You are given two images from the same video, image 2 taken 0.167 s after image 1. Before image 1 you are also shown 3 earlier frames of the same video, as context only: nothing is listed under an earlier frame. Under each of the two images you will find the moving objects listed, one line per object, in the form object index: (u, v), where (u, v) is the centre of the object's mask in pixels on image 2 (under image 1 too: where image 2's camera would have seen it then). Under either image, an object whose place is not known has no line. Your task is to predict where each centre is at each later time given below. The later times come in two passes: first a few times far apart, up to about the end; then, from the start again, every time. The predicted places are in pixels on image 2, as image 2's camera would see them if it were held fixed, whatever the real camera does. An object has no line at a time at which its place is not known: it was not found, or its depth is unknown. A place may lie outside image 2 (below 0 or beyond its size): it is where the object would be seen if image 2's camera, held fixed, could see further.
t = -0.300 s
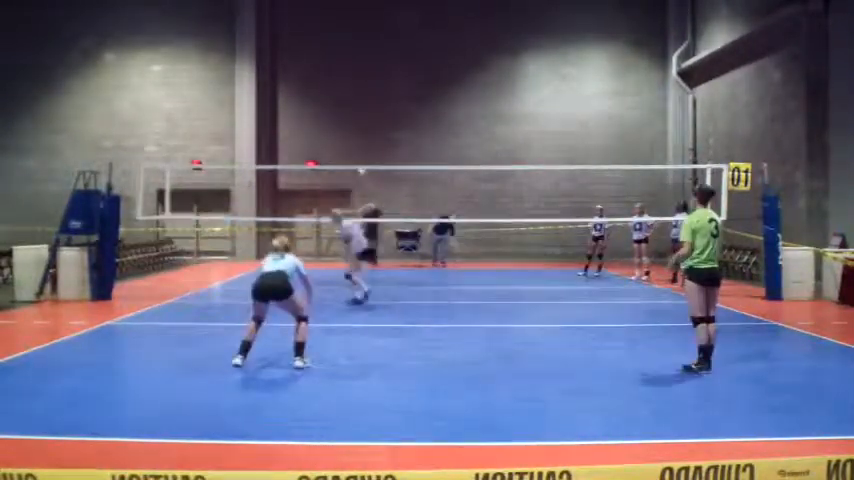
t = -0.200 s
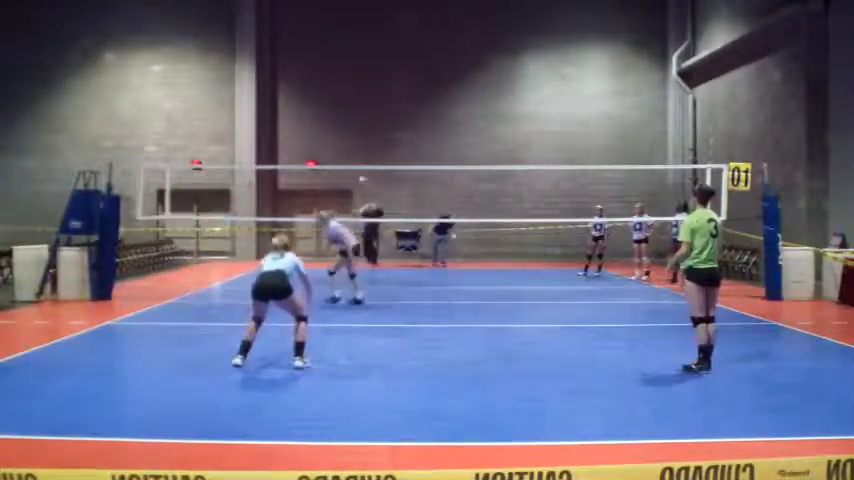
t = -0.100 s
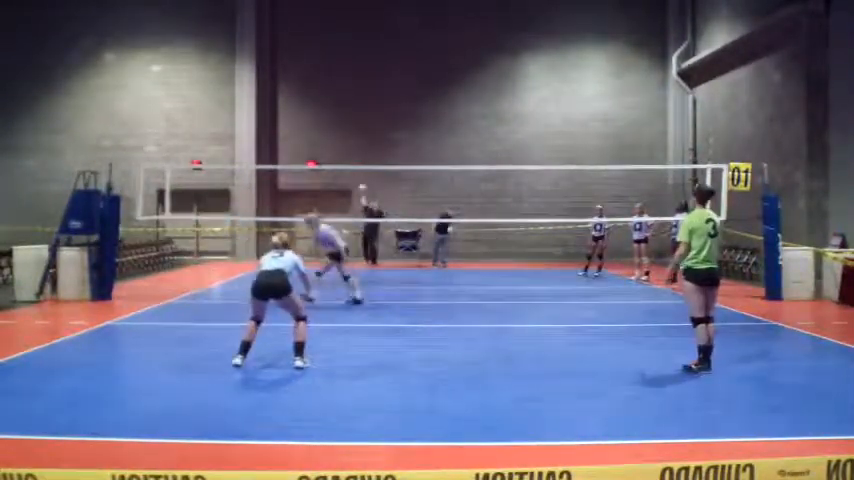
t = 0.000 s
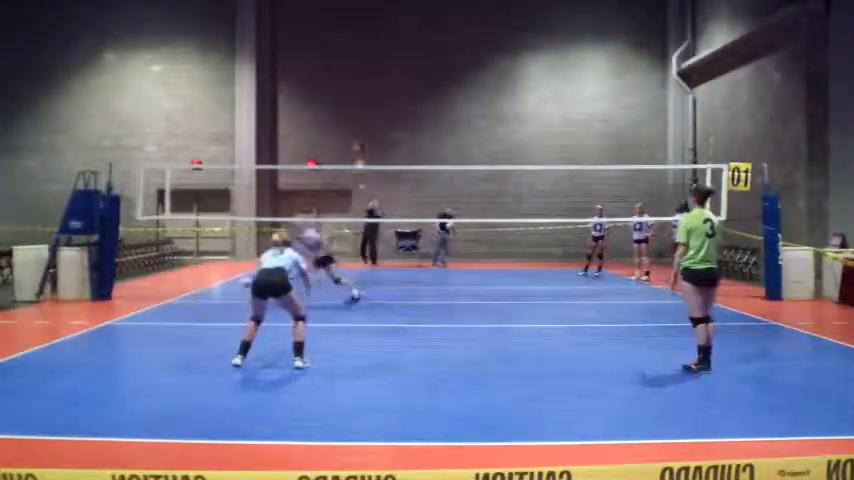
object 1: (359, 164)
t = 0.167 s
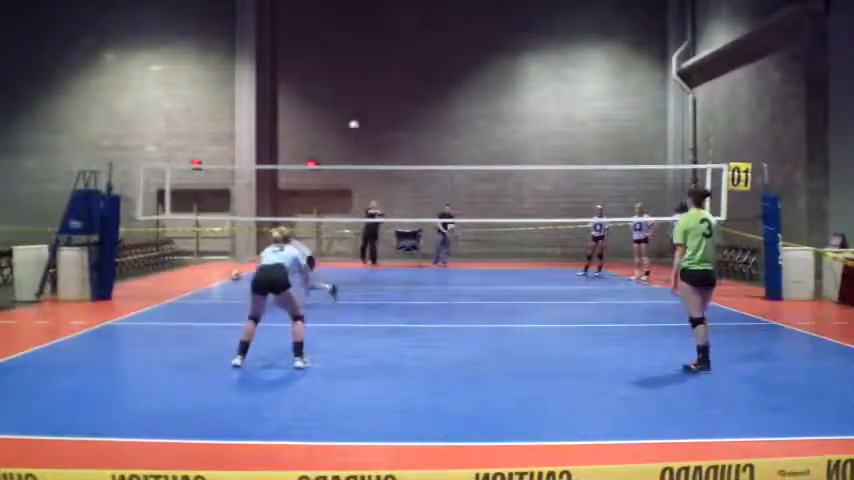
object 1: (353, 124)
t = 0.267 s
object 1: (349, 103)
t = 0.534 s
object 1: (334, 62)
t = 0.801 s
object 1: (316, 52)
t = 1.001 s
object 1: (299, 74)
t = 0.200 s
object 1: (352, 117)
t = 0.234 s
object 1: (350, 110)
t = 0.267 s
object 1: (349, 103)
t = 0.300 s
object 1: (347, 97)
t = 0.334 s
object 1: (346, 90)
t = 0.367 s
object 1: (343, 84)
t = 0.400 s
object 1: (342, 80)
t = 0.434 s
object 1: (340, 75)
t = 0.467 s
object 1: (338, 71)
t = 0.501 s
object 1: (336, 65)
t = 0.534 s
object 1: (334, 62)
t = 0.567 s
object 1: (331, 59)
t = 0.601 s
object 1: (329, 56)
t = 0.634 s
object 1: (328, 54)
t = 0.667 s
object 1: (325, 53)
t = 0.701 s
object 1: (323, 52)
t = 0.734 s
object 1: (321, 51)
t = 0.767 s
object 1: (319, 50)
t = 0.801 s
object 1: (316, 52)
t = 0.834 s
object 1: (313, 54)
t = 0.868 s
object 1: (310, 56)
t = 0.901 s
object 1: (308, 59)
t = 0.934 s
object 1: (306, 63)
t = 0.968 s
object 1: (303, 68)
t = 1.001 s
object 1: (299, 74)
